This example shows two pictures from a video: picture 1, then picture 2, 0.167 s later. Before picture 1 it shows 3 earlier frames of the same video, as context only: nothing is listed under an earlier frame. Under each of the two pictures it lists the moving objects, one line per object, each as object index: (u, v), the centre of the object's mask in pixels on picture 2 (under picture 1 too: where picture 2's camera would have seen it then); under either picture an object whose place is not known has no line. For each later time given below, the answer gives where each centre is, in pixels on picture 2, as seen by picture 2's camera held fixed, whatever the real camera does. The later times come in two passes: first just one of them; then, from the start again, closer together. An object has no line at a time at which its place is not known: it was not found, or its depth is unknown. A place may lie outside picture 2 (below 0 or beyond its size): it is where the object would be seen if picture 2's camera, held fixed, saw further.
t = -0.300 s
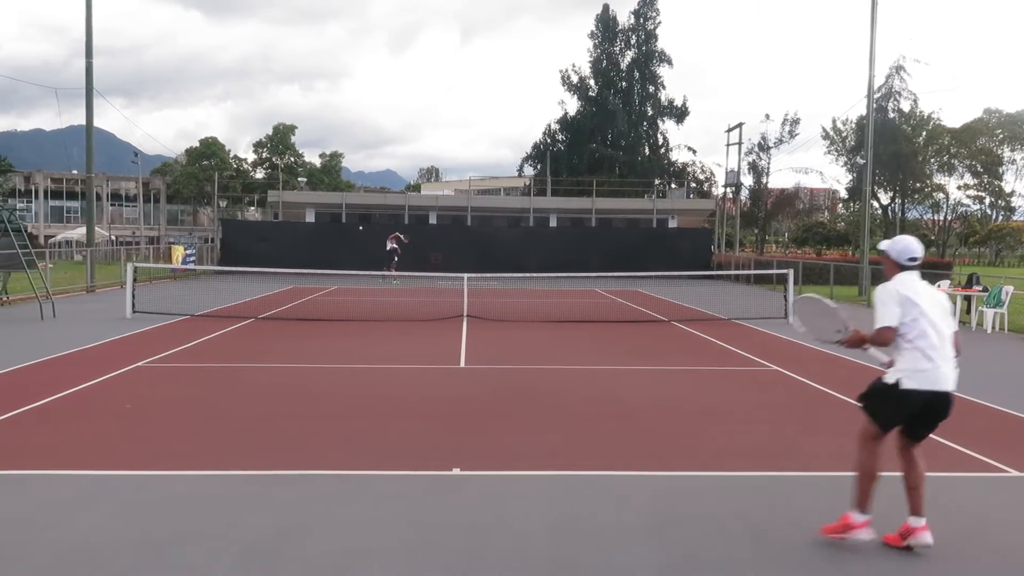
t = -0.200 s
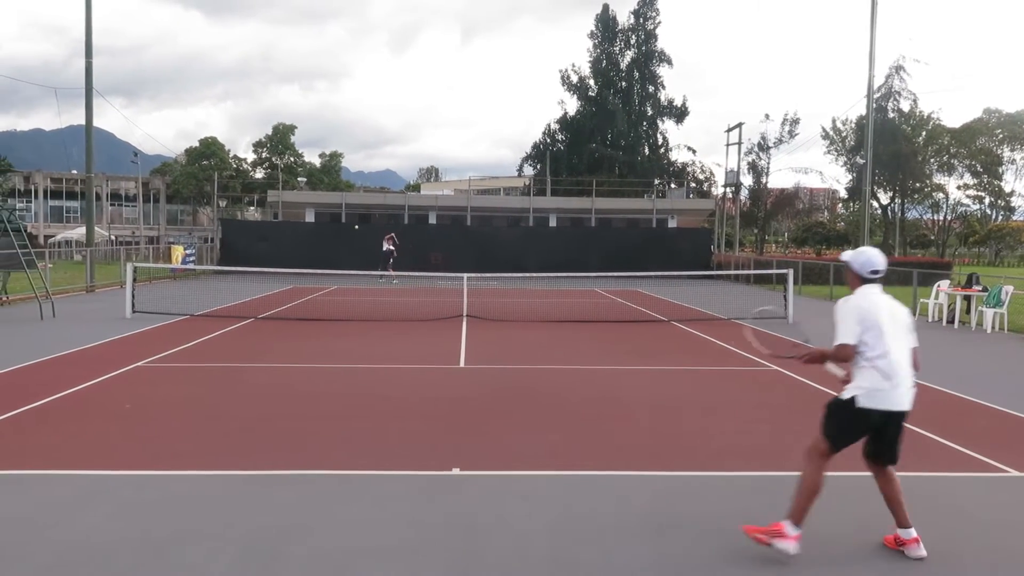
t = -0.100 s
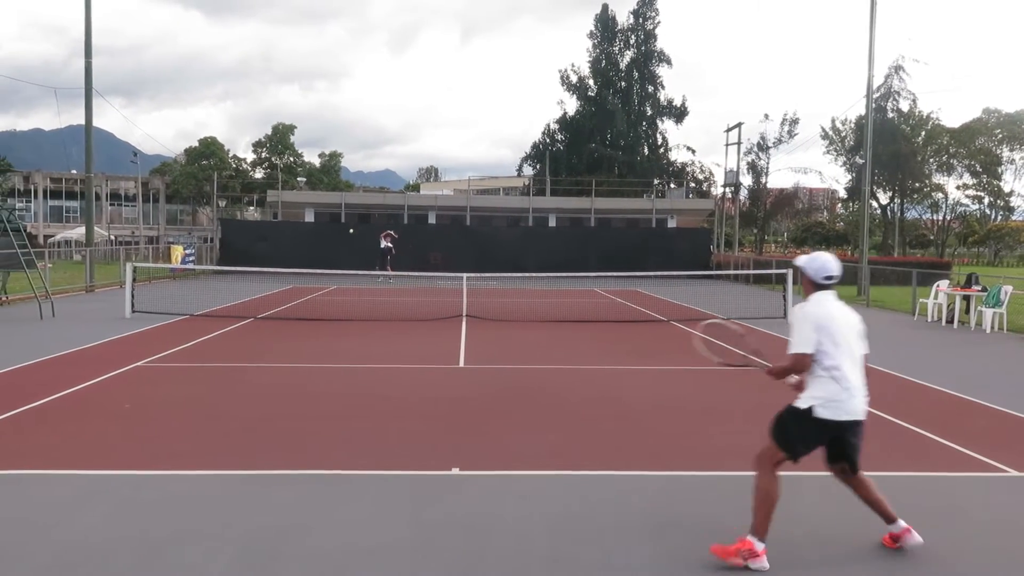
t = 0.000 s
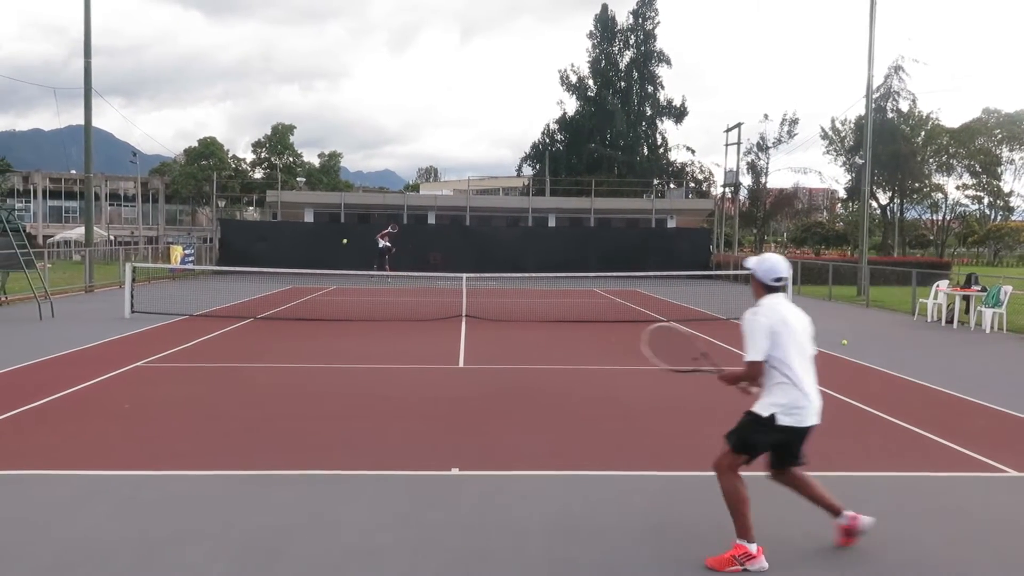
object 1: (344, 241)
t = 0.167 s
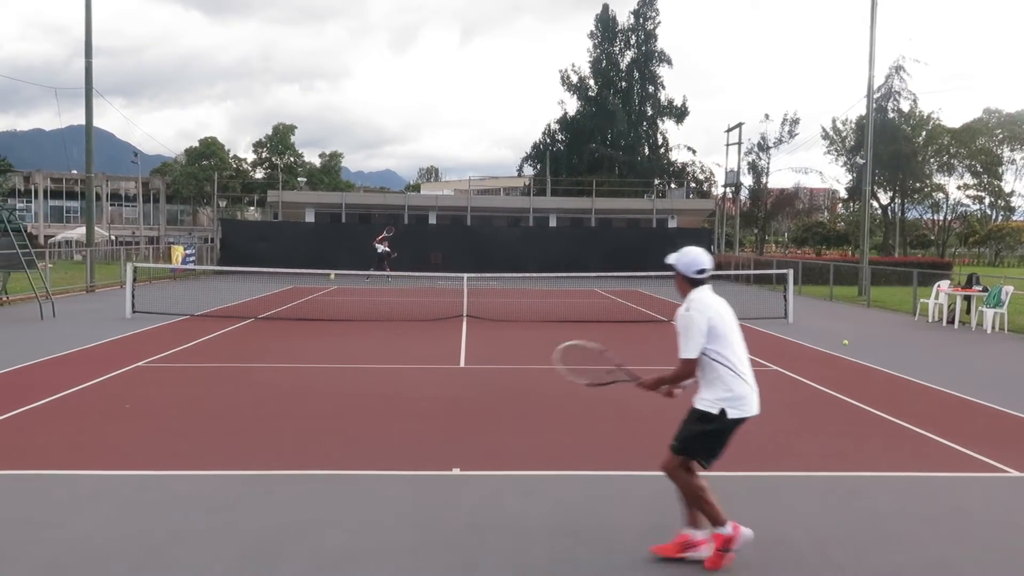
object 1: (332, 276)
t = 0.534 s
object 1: (305, 311)
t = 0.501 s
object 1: (307, 316)
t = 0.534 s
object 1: (305, 311)
